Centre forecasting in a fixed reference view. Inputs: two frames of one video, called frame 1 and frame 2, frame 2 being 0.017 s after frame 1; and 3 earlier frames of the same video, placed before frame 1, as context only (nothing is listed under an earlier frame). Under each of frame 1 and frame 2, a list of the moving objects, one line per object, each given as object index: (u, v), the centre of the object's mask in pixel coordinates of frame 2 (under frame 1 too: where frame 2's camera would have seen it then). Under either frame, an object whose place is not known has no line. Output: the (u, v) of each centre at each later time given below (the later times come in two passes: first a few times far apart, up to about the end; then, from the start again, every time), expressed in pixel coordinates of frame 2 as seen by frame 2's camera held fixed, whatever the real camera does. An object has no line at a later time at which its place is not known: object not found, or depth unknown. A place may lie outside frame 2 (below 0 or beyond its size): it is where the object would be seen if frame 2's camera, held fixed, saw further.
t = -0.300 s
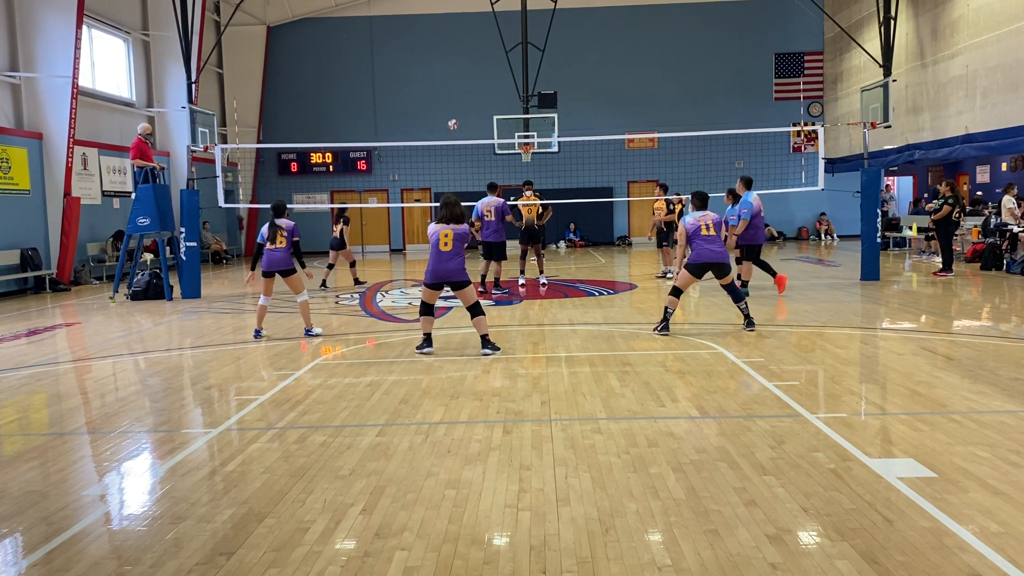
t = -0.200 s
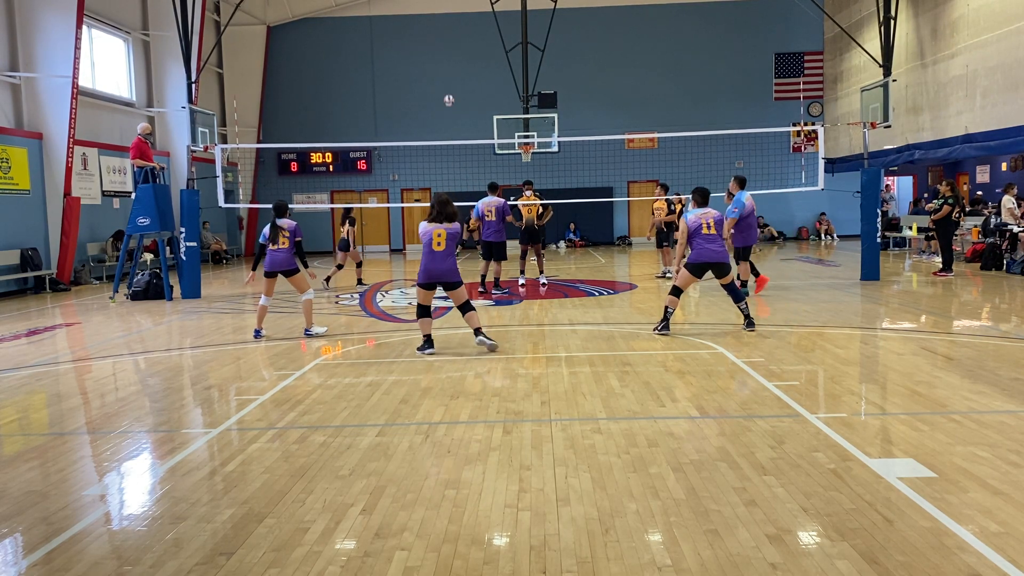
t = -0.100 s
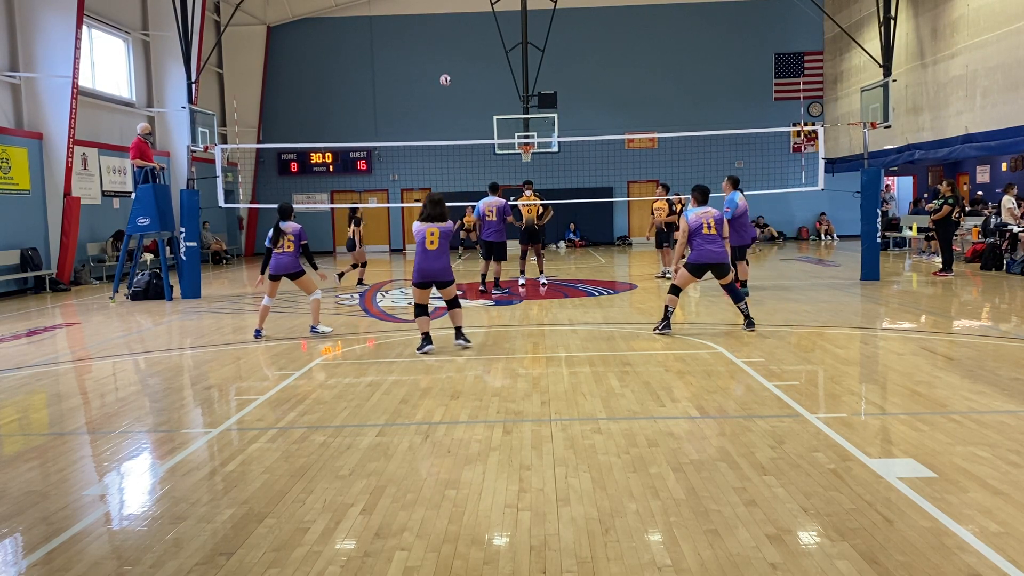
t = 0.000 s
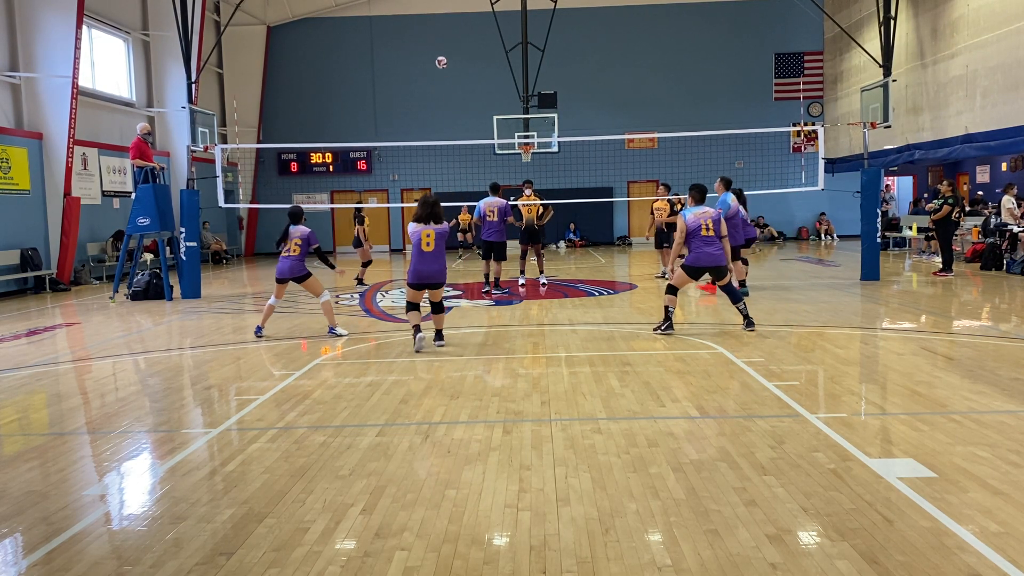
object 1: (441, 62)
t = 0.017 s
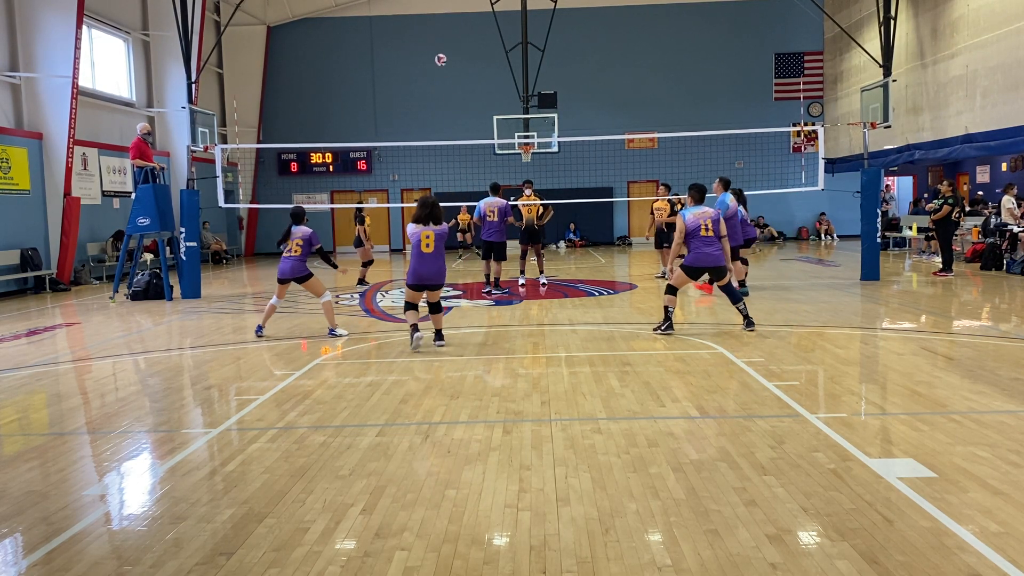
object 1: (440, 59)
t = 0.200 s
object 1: (434, 40)
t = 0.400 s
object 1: (426, 40)
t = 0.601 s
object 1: (419, 68)
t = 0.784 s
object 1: (413, 128)
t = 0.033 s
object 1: (440, 57)
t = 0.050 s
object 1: (439, 55)
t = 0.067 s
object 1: (439, 53)
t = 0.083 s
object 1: (438, 50)
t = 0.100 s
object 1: (437, 49)
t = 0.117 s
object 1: (437, 47)
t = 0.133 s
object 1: (437, 45)
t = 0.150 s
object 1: (436, 43)
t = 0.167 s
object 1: (435, 42)
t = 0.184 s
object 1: (435, 41)
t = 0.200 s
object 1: (434, 40)
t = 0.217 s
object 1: (434, 39)
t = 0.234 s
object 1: (433, 39)
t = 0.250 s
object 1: (433, 38)
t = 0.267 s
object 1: (432, 38)
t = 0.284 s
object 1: (431, 37)
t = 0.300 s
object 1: (431, 37)
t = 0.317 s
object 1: (430, 37)
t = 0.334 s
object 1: (429, 37)
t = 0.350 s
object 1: (429, 38)
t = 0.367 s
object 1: (428, 38)
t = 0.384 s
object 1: (427, 39)
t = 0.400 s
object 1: (426, 40)
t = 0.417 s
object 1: (426, 41)
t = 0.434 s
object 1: (425, 42)
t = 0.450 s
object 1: (425, 43)
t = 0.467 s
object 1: (424, 45)
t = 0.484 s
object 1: (424, 47)
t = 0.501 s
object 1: (423, 49)
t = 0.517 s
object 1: (422, 52)
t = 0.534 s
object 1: (422, 54)
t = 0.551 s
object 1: (421, 57)
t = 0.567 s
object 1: (420, 60)
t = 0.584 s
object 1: (420, 64)
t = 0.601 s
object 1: (419, 68)
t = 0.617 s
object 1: (419, 72)
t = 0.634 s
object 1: (418, 76)
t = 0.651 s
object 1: (417, 80)
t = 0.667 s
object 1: (417, 85)
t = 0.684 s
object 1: (416, 91)
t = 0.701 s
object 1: (416, 96)
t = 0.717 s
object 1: (415, 102)
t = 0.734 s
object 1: (415, 108)
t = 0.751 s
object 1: (414, 114)
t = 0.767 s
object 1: (413, 121)
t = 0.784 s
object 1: (413, 128)
